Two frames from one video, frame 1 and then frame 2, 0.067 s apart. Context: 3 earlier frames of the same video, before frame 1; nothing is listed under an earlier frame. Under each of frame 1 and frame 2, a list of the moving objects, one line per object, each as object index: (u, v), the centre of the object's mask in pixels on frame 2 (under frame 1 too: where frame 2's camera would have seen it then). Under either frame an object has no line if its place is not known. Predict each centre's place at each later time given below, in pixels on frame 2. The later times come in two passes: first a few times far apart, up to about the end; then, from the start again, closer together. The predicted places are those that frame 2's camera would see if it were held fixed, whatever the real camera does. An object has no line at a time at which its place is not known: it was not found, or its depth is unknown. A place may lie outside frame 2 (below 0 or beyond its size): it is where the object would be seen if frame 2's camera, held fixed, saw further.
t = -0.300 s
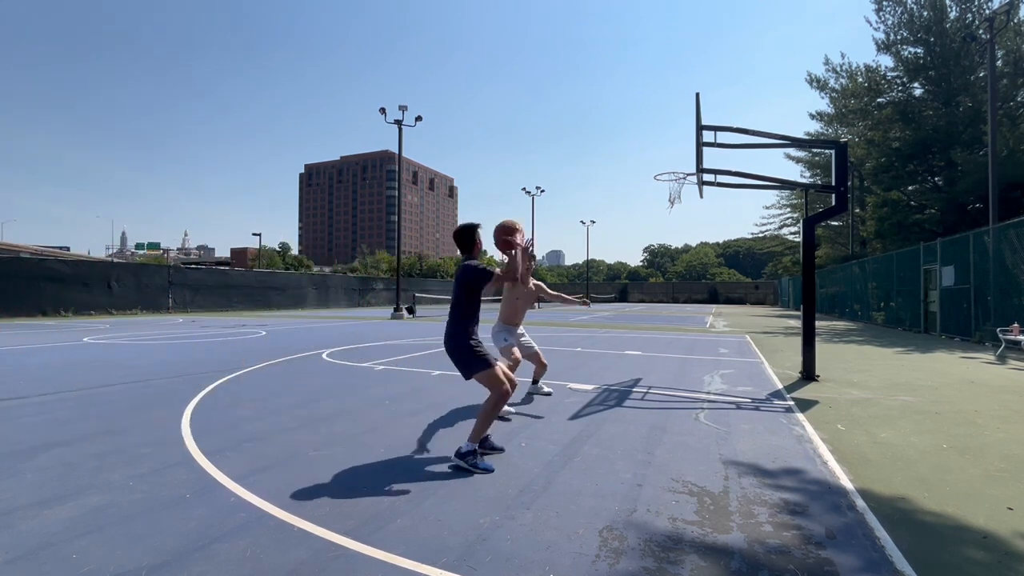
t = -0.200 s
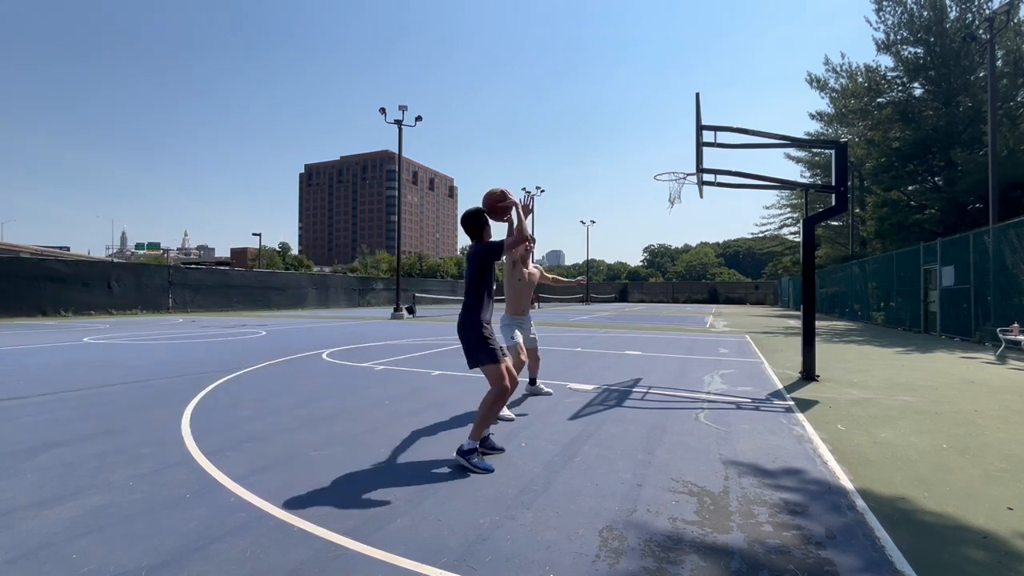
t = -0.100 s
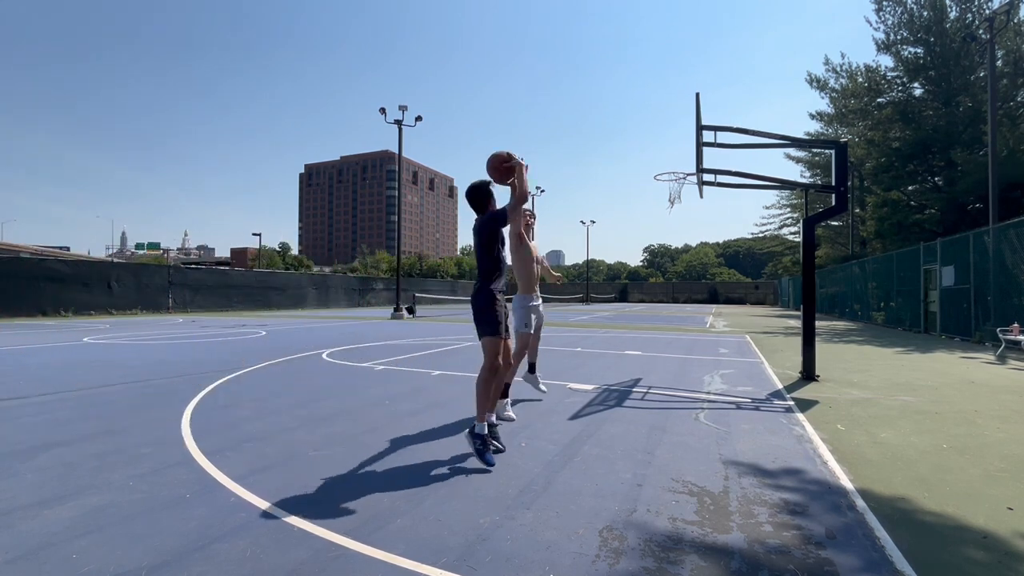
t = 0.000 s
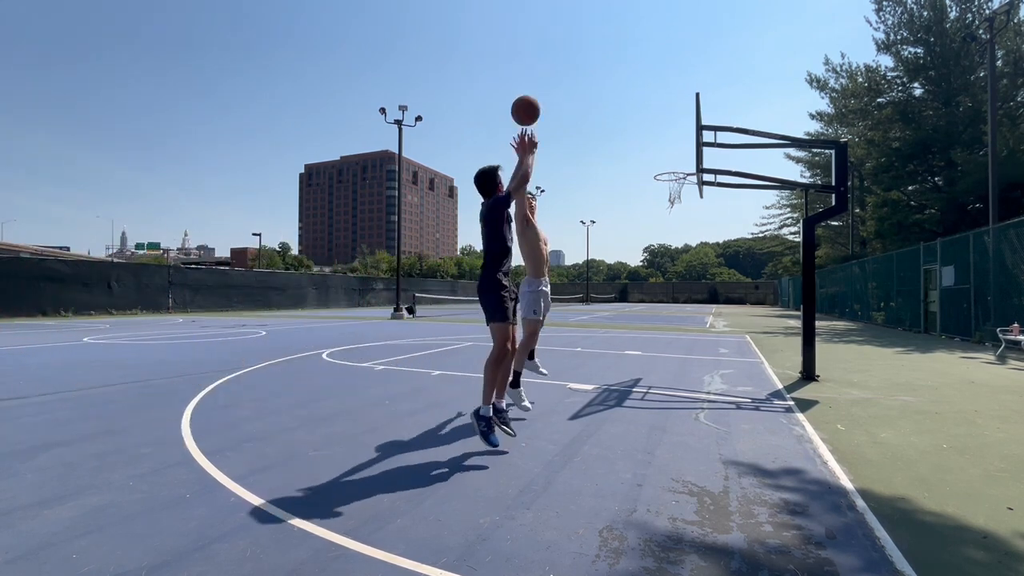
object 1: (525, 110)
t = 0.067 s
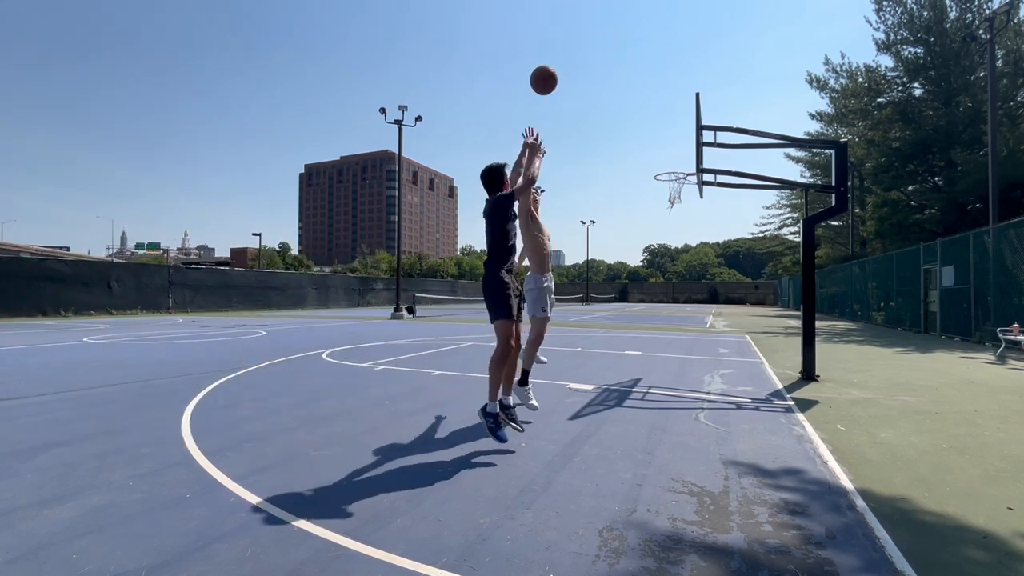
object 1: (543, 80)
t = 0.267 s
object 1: (587, 34)
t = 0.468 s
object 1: (619, 33)
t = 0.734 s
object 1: (650, 75)
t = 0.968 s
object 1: (670, 141)
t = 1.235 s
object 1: (665, 128)
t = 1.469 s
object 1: (649, 93)
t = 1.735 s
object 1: (629, 94)
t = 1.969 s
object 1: (611, 135)
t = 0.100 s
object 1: (552, 68)
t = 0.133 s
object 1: (560, 58)
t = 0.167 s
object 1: (567, 50)
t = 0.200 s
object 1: (574, 43)
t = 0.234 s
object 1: (581, 38)
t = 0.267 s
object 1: (587, 34)
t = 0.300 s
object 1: (593, 31)
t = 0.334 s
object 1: (599, 30)
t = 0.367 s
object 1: (604, 29)
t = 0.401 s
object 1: (609, 29)
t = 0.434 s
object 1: (614, 31)
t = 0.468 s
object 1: (619, 33)
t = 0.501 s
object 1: (623, 36)
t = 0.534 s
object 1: (628, 39)
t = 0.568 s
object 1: (632, 44)
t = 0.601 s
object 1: (636, 49)
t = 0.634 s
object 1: (640, 54)
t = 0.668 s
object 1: (643, 61)
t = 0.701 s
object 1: (647, 68)
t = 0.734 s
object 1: (650, 75)
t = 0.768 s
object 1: (653, 83)
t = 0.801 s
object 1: (656, 92)
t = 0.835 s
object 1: (659, 101)
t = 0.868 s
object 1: (662, 111)
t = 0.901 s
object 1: (665, 120)
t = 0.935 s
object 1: (667, 131)
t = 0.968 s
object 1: (670, 141)
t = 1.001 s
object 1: (673, 152)
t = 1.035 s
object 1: (675, 164)
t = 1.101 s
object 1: (675, 163)
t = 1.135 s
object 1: (672, 153)
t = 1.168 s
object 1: (670, 144)
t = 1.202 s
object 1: (667, 136)
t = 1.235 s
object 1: (665, 128)
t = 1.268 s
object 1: (663, 121)
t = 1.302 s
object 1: (660, 115)
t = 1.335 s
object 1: (658, 109)
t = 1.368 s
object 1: (656, 104)
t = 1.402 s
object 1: (653, 100)
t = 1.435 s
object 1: (651, 96)
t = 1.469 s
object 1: (649, 93)
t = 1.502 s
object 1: (646, 90)
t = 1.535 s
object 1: (644, 89)
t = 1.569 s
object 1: (641, 88)
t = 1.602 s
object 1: (639, 87)
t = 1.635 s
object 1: (637, 88)
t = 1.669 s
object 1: (634, 89)
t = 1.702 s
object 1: (632, 91)
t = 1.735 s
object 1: (629, 94)
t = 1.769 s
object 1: (627, 98)
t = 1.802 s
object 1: (624, 102)
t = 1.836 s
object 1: (622, 107)
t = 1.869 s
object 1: (619, 113)
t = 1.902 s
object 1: (616, 120)
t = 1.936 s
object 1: (614, 127)
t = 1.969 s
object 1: (611, 135)
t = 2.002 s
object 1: (608, 144)
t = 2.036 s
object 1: (606, 154)
